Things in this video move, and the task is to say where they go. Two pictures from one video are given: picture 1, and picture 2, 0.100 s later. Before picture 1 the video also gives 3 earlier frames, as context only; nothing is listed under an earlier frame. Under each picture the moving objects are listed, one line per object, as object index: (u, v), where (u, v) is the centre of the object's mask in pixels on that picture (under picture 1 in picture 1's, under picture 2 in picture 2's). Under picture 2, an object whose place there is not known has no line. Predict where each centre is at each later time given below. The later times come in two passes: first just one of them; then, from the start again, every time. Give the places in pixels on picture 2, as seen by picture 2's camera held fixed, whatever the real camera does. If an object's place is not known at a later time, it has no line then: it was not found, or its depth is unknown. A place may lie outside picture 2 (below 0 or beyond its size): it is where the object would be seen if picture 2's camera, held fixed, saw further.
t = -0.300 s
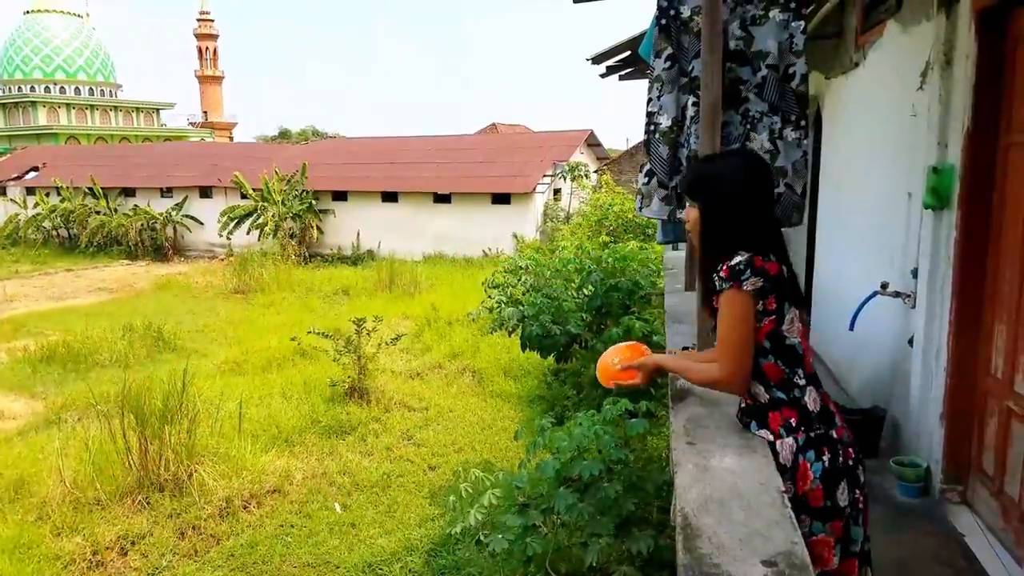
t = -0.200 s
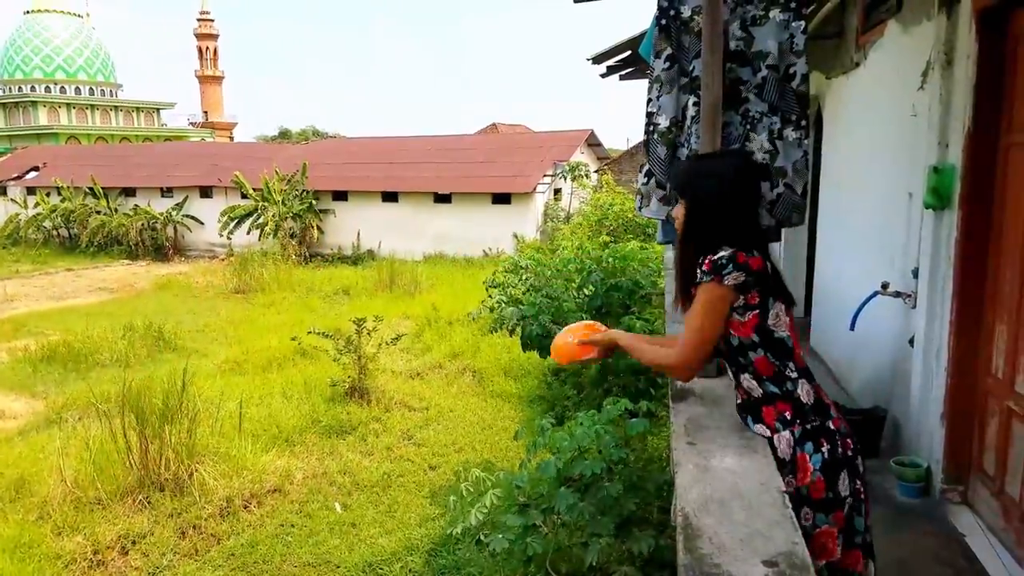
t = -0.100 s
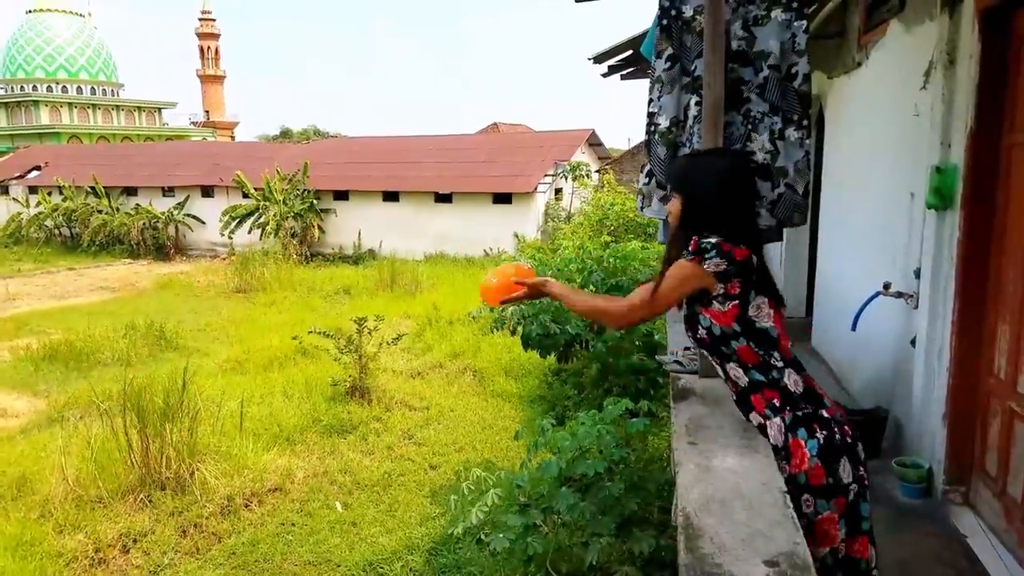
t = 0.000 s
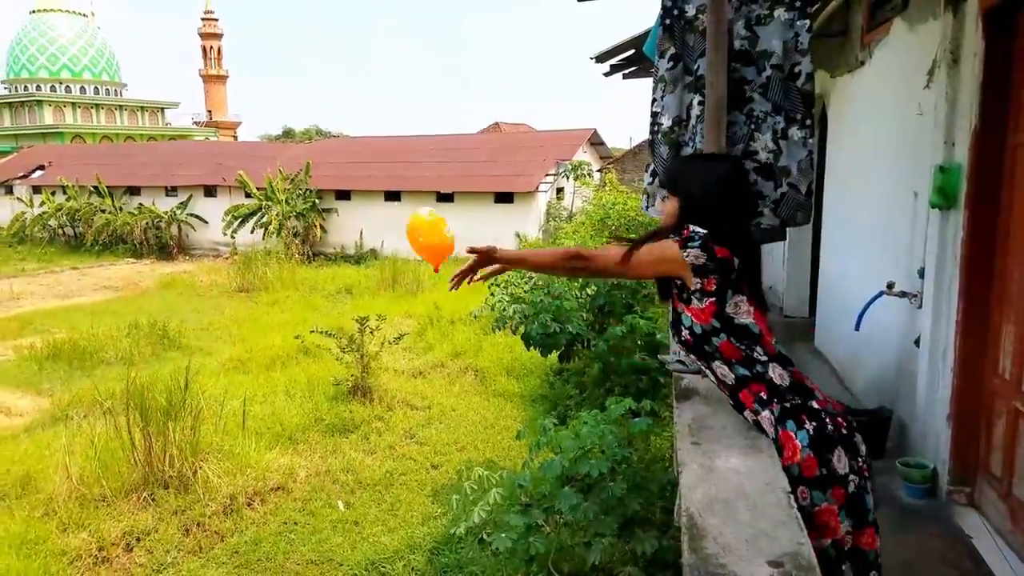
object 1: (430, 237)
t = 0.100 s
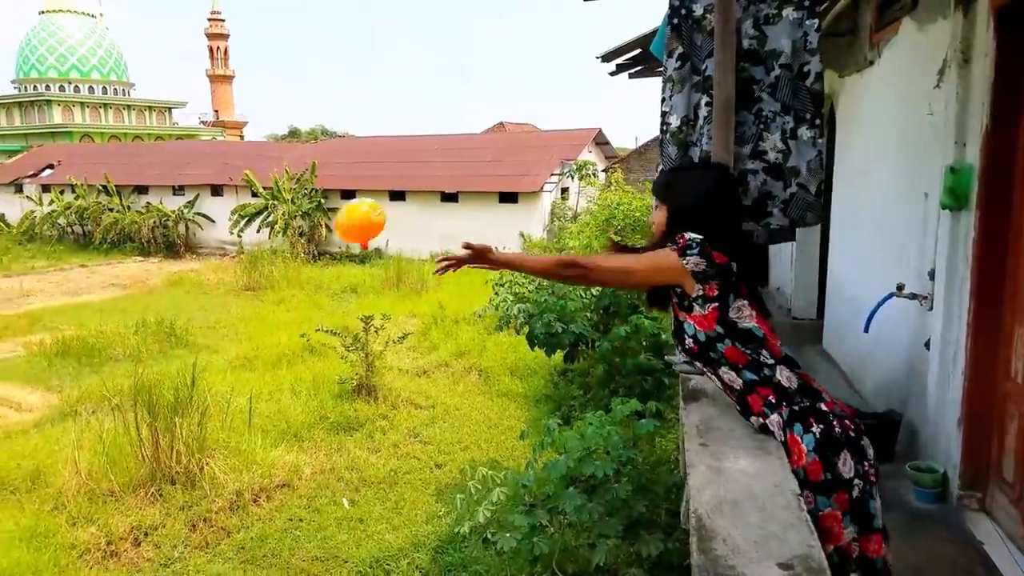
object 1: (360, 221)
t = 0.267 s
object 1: (255, 267)
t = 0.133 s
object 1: (338, 224)
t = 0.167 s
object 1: (316, 230)
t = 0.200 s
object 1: (295, 238)
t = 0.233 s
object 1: (275, 251)
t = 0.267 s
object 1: (255, 267)
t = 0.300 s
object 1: (236, 285)
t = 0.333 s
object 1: (218, 307)
